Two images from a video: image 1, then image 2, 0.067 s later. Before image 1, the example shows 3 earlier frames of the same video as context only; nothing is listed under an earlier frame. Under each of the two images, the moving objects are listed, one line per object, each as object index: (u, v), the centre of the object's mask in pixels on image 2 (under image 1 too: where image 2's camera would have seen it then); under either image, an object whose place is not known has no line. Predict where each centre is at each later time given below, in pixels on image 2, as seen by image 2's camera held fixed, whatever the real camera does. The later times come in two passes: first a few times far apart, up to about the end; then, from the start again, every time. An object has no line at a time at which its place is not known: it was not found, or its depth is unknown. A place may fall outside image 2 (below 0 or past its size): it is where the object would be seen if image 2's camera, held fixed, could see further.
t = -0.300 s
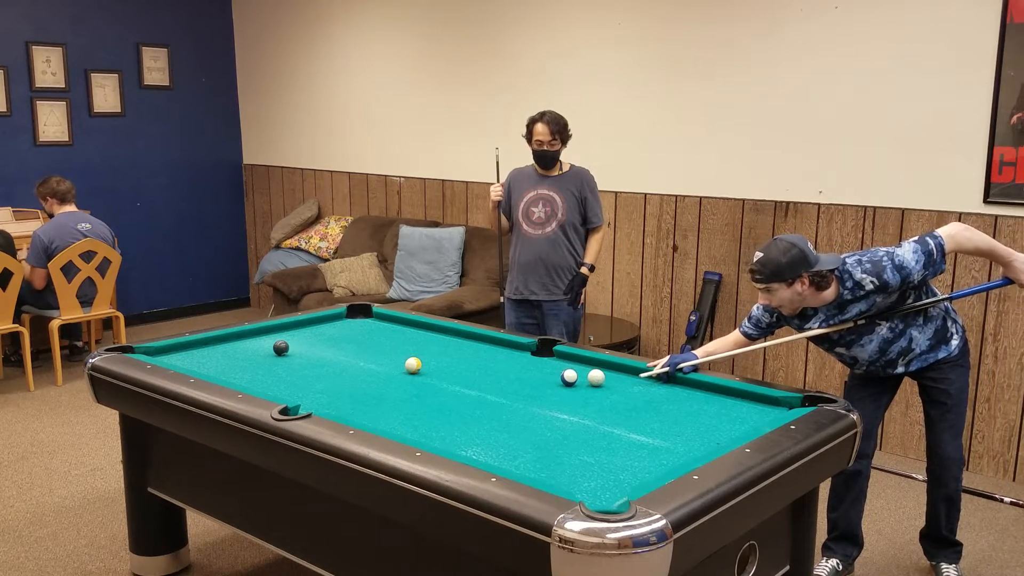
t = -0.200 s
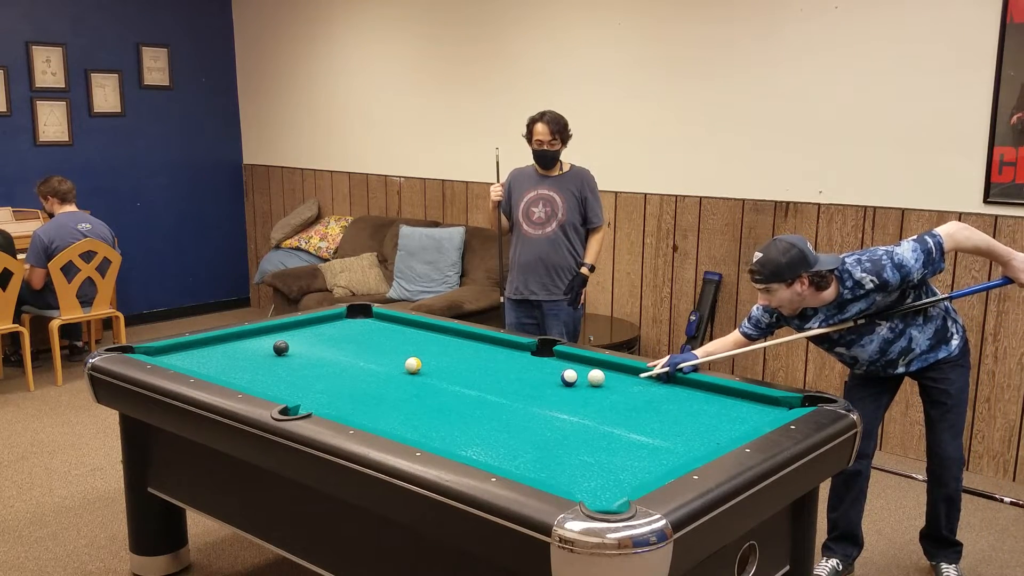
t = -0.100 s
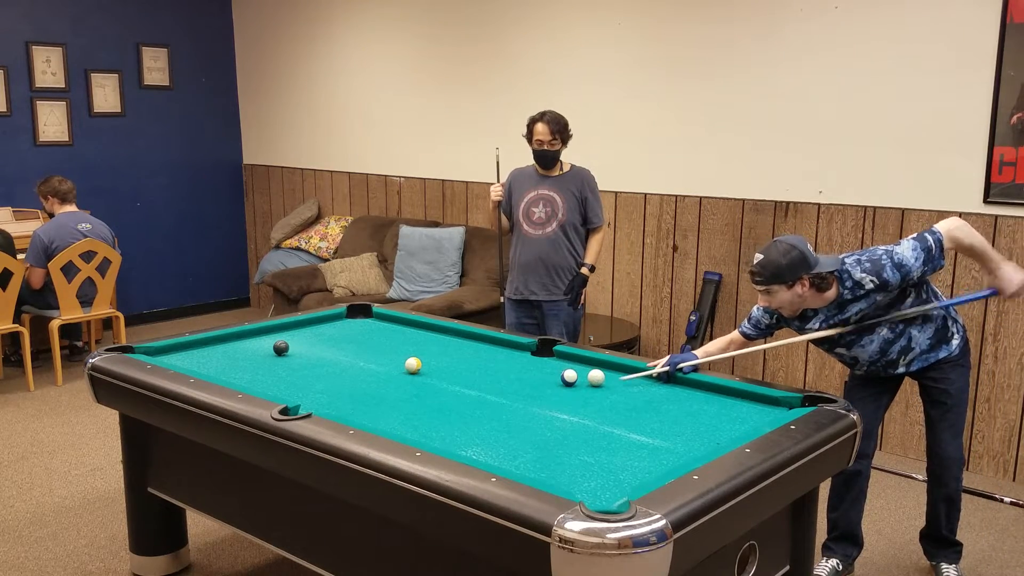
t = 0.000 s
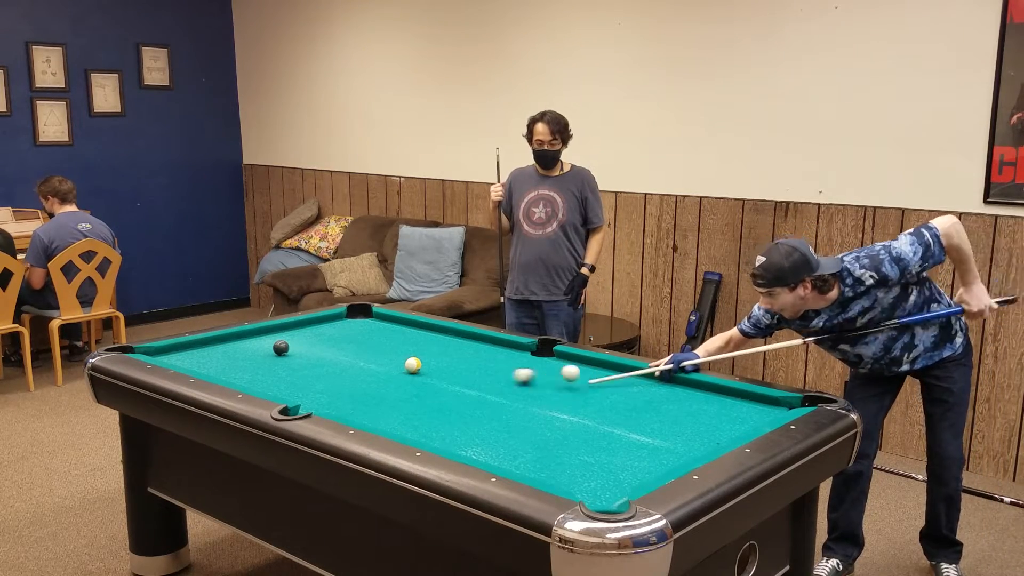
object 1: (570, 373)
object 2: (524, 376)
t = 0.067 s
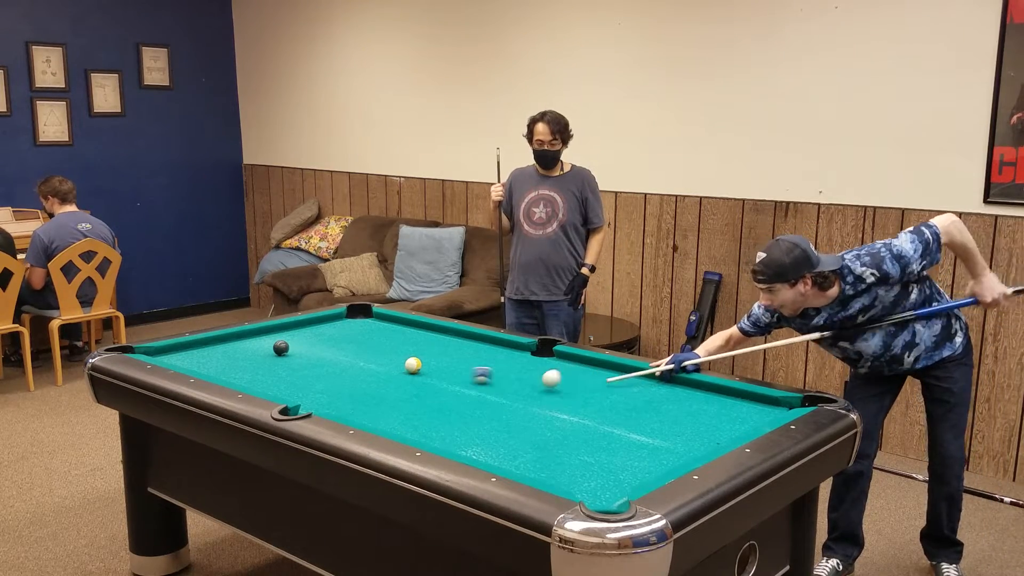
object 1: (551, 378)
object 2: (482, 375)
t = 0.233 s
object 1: (515, 389)
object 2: (389, 373)
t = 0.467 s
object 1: (497, 396)
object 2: (264, 371)
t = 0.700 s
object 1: (486, 402)
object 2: (196, 361)
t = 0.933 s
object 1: (476, 409)
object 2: (193, 344)
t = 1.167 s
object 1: (465, 414)
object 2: (241, 343)
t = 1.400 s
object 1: (455, 419)
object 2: (291, 341)
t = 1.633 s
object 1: (445, 424)
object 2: (333, 342)
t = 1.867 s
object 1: (435, 429)
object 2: (375, 341)
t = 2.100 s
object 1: (425, 432)
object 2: (415, 340)
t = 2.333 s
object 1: (416, 433)
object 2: (453, 340)
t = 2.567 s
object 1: (414, 433)
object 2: (487, 339)
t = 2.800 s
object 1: (416, 432)
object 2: (491, 344)
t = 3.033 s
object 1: (417, 432)
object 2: (495, 350)
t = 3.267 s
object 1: (417, 432)
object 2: (499, 355)
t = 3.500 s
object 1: (417, 433)
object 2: (503, 360)
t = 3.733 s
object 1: (417, 433)
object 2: (507, 364)
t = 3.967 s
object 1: (417, 433)
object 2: (512, 368)
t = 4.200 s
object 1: (417, 433)
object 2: (515, 372)
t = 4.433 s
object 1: (417, 433)
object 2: (520, 376)
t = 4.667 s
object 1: (417, 432)
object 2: (524, 379)
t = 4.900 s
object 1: (417, 433)
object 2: (528, 382)
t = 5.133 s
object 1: (417, 433)
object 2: (531, 384)
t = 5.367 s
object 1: (417, 433)
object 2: (533, 386)
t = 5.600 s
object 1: (417, 433)
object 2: (534, 388)
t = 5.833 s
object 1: (417, 433)
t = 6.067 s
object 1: (417, 432)
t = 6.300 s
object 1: (417, 432)
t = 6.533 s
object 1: (416, 432)
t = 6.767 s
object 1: (416, 433)
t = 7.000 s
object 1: (416, 433)
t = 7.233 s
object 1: (416, 433)
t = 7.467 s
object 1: (416, 433)
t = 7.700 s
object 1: (416, 432)
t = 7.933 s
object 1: (417, 432)
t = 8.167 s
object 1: (417, 432)
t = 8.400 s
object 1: (416, 432)
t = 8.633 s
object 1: (416, 432)
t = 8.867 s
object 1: (414, 431)
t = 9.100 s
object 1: (417, 432)
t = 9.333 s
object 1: (417, 433)
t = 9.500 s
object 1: (417, 433)
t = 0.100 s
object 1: (542, 383)
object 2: (463, 375)
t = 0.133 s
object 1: (535, 384)
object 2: (443, 374)
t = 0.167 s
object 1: (527, 387)
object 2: (424, 374)
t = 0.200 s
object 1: (521, 388)
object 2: (408, 375)
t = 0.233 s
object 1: (515, 389)
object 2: (389, 373)
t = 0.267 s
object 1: (511, 390)
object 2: (371, 373)
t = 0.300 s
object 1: (507, 391)
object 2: (354, 373)
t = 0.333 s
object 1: (504, 392)
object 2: (335, 372)
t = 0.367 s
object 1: (502, 393)
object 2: (317, 372)
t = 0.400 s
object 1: (500, 394)
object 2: (300, 373)
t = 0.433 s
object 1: (499, 395)
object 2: (281, 371)
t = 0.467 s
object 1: (497, 396)
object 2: (264, 371)
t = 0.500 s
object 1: (496, 397)
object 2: (247, 372)
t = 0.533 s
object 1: (494, 398)
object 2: (229, 371)
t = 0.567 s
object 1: (492, 399)
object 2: (212, 369)
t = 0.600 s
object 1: (491, 400)
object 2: (196, 367)
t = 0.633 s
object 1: (489, 400)
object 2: (195, 365)
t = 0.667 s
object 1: (488, 401)
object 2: (196, 363)
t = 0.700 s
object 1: (486, 402)
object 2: (196, 361)
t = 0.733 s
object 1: (485, 403)
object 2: (196, 359)
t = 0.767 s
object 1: (483, 404)
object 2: (195, 356)
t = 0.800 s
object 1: (482, 405)
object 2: (195, 353)
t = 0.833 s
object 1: (480, 406)
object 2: (194, 351)
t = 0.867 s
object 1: (479, 407)
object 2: (194, 348)
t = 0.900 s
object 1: (477, 408)
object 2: (193, 346)
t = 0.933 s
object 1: (476, 409)
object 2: (193, 344)
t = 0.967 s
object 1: (474, 409)
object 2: (199, 344)
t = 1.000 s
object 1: (473, 410)
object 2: (205, 344)
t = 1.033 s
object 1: (471, 411)
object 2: (214, 343)
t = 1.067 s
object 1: (470, 412)
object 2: (221, 343)
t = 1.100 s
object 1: (469, 413)
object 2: (228, 343)
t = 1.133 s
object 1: (467, 413)
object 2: (235, 343)
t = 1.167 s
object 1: (465, 414)
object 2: (241, 343)
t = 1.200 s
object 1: (464, 415)
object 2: (249, 343)
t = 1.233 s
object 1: (463, 416)
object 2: (256, 343)
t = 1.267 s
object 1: (461, 416)
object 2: (262, 343)
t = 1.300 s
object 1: (460, 417)
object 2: (269, 342)
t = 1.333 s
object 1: (458, 418)
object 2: (274, 341)
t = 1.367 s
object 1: (457, 419)
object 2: (282, 338)
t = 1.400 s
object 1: (455, 419)
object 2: (291, 341)
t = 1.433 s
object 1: (454, 420)
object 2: (296, 342)
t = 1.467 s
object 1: (453, 421)
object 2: (302, 342)
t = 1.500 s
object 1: (451, 422)
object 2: (309, 342)
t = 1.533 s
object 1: (450, 422)
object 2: (315, 342)
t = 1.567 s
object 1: (448, 423)
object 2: (321, 342)
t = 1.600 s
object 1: (447, 424)
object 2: (327, 342)
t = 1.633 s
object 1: (445, 424)
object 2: (333, 342)
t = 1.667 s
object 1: (444, 425)
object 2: (339, 341)
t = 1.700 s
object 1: (442, 426)
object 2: (346, 341)
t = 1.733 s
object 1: (441, 426)
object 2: (352, 341)
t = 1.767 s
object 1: (439, 427)
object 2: (357, 341)
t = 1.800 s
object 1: (438, 428)
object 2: (364, 341)
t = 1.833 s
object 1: (437, 428)
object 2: (370, 341)
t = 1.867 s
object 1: (435, 429)
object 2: (375, 341)
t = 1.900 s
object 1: (433, 429)
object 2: (381, 340)
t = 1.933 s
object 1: (432, 430)
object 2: (387, 341)
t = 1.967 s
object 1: (431, 430)
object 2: (392, 341)
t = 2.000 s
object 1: (429, 431)
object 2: (398, 340)
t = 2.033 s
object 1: (428, 431)
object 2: (404, 340)
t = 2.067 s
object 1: (427, 432)
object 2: (410, 340)
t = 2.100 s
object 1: (425, 432)
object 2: (415, 340)
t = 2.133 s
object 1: (424, 432)
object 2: (420, 340)
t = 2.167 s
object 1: (423, 433)
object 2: (427, 340)
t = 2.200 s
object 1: (421, 433)
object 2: (432, 340)
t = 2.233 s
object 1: (420, 433)
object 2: (436, 340)
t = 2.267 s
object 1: (419, 433)
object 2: (442, 339)
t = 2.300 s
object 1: (417, 433)
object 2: (448, 339)
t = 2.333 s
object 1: (416, 433)
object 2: (453, 340)
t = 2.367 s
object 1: (415, 433)
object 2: (457, 339)
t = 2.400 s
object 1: (414, 433)
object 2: (463, 339)
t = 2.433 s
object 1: (413, 433)
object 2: (469, 339)
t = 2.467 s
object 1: (412, 433)
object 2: (474, 339)
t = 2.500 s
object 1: (413, 433)
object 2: (478, 339)
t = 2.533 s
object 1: (413, 433)
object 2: (484, 339)
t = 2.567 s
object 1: (414, 433)
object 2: (487, 339)
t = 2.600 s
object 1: (414, 433)
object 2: (487, 340)
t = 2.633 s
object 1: (415, 433)
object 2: (488, 341)
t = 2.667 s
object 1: (415, 433)
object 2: (489, 342)
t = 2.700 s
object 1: (415, 433)
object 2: (489, 343)
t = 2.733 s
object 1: (415, 433)
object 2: (490, 343)
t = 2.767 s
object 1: (416, 432)
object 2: (490, 344)
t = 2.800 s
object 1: (416, 432)
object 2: (491, 344)
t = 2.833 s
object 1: (416, 432)
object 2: (492, 345)
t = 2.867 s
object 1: (416, 432)
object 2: (492, 346)
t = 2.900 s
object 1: (416, 432)
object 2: (493, 347)
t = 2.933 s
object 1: (417, 432)
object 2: (493, 348)
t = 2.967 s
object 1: (417, 432)
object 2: (494, 349)
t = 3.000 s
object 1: (417, 432)
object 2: (494, 349)
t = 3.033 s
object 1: (417, 432)
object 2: (495, 350)
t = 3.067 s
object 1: (417, 432)
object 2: (496, 351)
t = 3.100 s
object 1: (417, 432)
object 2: (496, 351)
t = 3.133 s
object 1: (417, 432)
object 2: (496, 352)
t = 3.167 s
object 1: (417, 432)
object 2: (497, 353)
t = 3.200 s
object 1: (417, 432)
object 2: (498, 353)
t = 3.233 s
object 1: (417, 432)
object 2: (498, 354)
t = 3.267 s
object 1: (417, 432)
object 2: (499, 355)
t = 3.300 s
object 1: (417, 433)
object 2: (500, 356)
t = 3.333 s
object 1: (417, 432)
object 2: (500, 356)
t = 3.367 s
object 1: (417, 433)
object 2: (500, 357)
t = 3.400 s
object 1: (417, 432)
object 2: (501, 357)
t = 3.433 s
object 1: (417, 433)
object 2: (502, 358)
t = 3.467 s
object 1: (417, 433)
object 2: (502, 359)
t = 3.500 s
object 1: (417, 433)
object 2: (503, 360)
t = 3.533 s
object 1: (417, 433)
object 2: (503, 361)
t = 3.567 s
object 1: (417, 433)
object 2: (504, 361)
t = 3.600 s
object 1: (417, 433)
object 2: (505, 362)
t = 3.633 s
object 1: (417, 433)
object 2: (505, 362)
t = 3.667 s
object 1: (417, 433)
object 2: (506, 363)
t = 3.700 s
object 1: (417, 433)
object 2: (507, 363)
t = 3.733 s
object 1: (417, 433)
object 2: (507, 364)
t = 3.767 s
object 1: (417, 433)
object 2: (508, 364)
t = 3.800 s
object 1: (417, 433)
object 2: (509, 365)
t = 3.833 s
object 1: (417, 433)
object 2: (509, 366)
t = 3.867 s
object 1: (417, 433)
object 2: (510, 367)
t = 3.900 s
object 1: (417, 433)
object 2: (511, 367)
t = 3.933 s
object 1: (417, 433)
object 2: (511, 368)
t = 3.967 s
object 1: (417, 433)
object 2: (512, 368)
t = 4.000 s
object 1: (417, 433)
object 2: (512, 369)
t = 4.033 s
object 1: (417, 433)
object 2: (512, 369)
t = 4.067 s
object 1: (417, 433)
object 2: (513, 370)
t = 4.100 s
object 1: (417, 433)
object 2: (514, 371)
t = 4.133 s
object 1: (417, 433)
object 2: (514, 371)
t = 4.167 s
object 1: (417, 433)
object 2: (515, 372)
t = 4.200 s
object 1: (417, 433)
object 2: (515, 372)
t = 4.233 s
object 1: (417, 433)
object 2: (516, 373)
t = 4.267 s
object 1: (417, 432)
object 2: (516, 373)
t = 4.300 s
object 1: (417, 432)
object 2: (517, 374)
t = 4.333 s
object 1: (417, 432)
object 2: (518, 375)
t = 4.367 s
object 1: (417, 433)
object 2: (518, 375)
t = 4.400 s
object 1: (417, 433)
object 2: (519, 376)
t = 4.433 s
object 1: (417, 433)
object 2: (520, 376)
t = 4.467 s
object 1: (417, 433)
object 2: (520, 376)
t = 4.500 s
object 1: (417, 433)
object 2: (521, 377)
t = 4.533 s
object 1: (417, 433)
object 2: (522, 377)
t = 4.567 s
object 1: (417, 433)
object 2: (522, 378)
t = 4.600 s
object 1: (417, 433)
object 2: (523, 378)
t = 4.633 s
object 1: (417, 433)
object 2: (524, 378)
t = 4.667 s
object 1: (417, 432)
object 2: (524, 379)
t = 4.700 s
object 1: (417, 433)
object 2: (524, 380)
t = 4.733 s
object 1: (417, 433)
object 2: (525, 380)
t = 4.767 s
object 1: (417, 433)
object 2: (526, 380)
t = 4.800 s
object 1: (417, 433)
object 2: (526, 381)
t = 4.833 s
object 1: (417, 433)
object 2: (527, 381)
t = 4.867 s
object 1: (417, 433)
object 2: (527, 381)
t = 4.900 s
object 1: (417, 433)
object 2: (528, 382)
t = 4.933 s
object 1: (417, 433)
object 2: (528, 382)
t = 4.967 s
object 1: (417, 433)
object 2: (529, 382)
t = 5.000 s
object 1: (417, 433)
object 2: (529, 383)
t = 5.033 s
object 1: (417, 433)
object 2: (529, 383)
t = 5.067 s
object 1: (417, 433)
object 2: (530, 384)
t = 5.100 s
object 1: (417, 433)
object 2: (530, 384)
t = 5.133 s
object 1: (417, 433)
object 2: (531, 384)
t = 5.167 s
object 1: (417, 433)
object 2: (531, 384)
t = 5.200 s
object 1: (417, 432)
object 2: (532, 385)
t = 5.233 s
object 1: (417, 433)
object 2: (532, 385)
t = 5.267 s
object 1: (417, 432)
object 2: (533, 385)
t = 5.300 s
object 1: (417, 433)
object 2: (532, 386)
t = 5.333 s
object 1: (417, 432)
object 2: (533, 386)
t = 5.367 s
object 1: (417, 433)
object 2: (533, 386)
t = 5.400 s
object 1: (417, 433)
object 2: (534, 387)
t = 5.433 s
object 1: (417, 433)
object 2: (534, 387)
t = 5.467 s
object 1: (417, 432)
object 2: (534, 387)
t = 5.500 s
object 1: (417, 433)
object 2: (534, 387)
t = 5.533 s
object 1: (417, 433)
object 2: (534, 388)
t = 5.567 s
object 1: (417, 432)
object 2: (535, 388)
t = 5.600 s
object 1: (417, 433)
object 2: (534, 388)
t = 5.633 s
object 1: (417, 433)
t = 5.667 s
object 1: (417, 433)
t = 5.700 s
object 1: (417, 433)
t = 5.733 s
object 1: (417, 432)
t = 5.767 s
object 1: (417, 432)
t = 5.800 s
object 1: (417, 433)
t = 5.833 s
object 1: (417, 433)
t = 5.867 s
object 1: (417, 433)
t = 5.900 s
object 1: (417, 432)
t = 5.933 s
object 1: (417, 432)
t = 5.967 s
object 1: (417, 432)
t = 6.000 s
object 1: (417, 433)
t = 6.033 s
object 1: (417, 432)
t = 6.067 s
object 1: (417, 432)
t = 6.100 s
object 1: (417, 432)
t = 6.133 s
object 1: (417, 432)
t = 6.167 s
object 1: (417, 432)
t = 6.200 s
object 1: (417, 433)
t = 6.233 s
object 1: (417, 433)
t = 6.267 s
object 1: (417, 432)
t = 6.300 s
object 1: (417, 432)
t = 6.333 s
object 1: (417, 433)
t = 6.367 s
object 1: (417, 433)
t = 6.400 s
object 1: (416, 432)
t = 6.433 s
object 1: (416, 432)
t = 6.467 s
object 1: (416, 433)
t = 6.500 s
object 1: (416, 433)
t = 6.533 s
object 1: (416, 432)
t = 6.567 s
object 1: (416, 433)
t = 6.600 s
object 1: (416, 433)
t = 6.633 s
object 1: (416, 432)
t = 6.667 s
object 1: (416, 433)
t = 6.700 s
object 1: (416, 433)
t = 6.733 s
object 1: (416, 433)
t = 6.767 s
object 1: (416, 433)
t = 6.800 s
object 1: (416, 433)
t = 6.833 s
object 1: (416, 432)
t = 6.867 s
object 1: (416, 433)
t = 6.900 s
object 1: (416, 433)
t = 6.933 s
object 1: (416, 432)
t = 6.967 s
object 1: (416, 433)
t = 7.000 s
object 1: (416, 433)
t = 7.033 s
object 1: (416, 433)
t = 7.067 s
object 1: (416, 433)
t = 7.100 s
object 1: (416, 433)
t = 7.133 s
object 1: (416, 433)
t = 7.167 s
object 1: (416, 433)
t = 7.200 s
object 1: (416, 433)
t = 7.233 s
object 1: (416, 433)
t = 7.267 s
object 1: (416, 433)
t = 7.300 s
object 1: (416, 433)
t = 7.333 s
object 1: (416, 433)
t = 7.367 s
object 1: (416, 433)
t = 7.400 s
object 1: (416, 433)
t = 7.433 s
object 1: (416, 433)
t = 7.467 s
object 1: (416, 433)
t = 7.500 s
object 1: (416, 433)
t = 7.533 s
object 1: (416, 433)
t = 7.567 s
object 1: (416, 433)
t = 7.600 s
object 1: (416, 433)
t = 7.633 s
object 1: (416, 433)
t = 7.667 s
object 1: (417, 433)
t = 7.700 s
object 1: (416, 432)
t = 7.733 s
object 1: (417, 432)
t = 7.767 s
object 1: (417, 433)
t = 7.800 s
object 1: (417, 433)
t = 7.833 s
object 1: (417, 433)
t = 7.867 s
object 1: (417, 433)
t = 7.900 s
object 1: (417, 432)
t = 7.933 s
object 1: (417, 432)
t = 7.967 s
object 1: (417, 432)
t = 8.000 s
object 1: (417, 432)
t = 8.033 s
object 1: (417, 433)
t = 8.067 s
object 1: (417, 433)
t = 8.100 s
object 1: (417, 432)
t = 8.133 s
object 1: (417, 432)
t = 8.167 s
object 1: (417, 432)
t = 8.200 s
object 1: (417, 432)
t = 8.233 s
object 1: (417, 432)
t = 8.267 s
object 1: (416, 432)
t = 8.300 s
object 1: (416, 432)
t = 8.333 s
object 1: (416, 432)
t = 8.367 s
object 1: (416, 432)
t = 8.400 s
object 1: (416, 432)
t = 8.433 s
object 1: (416, 432)
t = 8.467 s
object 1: (416, 432)
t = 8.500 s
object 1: (416, 432)
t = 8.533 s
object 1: (416, 432)
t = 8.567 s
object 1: (416, 432)
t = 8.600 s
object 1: (416, 432)
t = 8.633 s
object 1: (416, 432)
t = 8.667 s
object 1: (415, 431)
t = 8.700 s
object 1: (415, 431)
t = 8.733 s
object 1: (415, 432)
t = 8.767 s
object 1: (415, 431)
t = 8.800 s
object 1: (415, 431)
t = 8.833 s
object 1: (415, 431)
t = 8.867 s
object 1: (414, 431)
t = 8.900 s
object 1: (414, 431)
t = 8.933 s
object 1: (414, 431)
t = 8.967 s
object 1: (414, 431)
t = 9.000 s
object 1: (415, 432)
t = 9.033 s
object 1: (416, 432)
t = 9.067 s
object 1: (416, 432)
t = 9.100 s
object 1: (417, 432)
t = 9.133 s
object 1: (417, 432)
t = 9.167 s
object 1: (417, 433)
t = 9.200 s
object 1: (417, 433)
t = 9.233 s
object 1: (417, 433)
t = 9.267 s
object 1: (417, 433)
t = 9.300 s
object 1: (417, 432)
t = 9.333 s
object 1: (417, 433)
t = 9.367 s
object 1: (417, 432)
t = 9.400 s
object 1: (417, 432)
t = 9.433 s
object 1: (417, 433)
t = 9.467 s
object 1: (417, 433)
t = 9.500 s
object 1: (417, 433)
